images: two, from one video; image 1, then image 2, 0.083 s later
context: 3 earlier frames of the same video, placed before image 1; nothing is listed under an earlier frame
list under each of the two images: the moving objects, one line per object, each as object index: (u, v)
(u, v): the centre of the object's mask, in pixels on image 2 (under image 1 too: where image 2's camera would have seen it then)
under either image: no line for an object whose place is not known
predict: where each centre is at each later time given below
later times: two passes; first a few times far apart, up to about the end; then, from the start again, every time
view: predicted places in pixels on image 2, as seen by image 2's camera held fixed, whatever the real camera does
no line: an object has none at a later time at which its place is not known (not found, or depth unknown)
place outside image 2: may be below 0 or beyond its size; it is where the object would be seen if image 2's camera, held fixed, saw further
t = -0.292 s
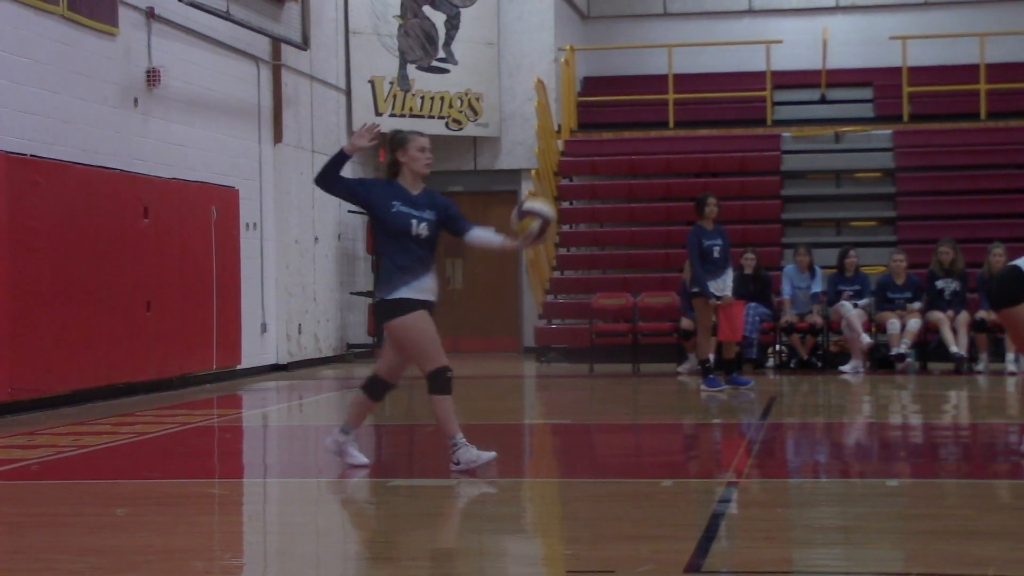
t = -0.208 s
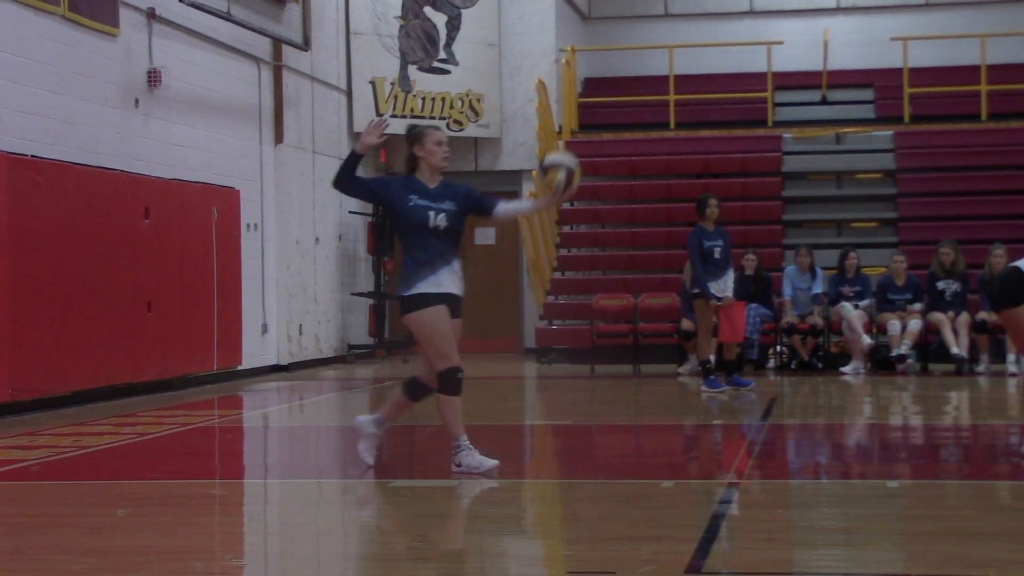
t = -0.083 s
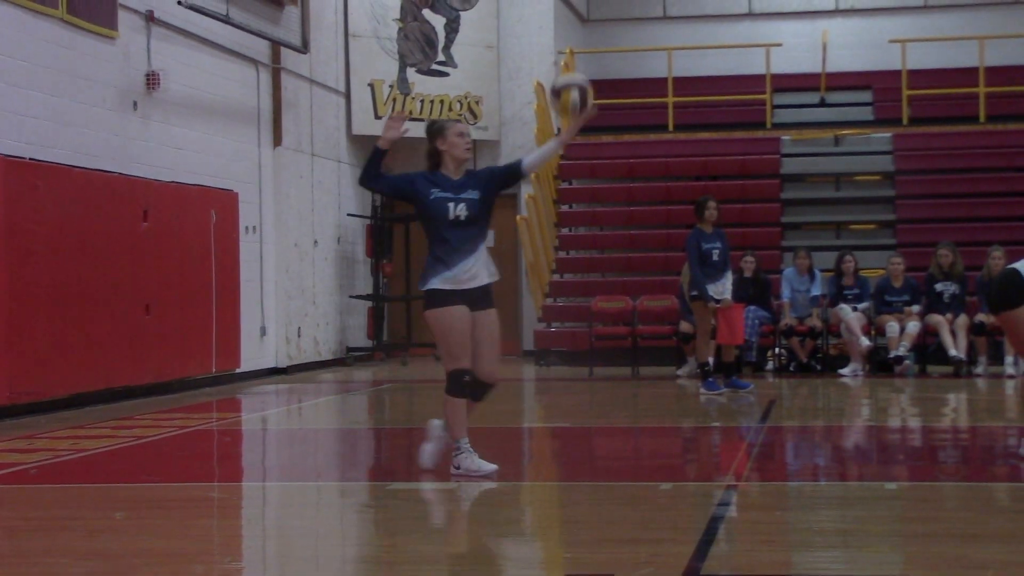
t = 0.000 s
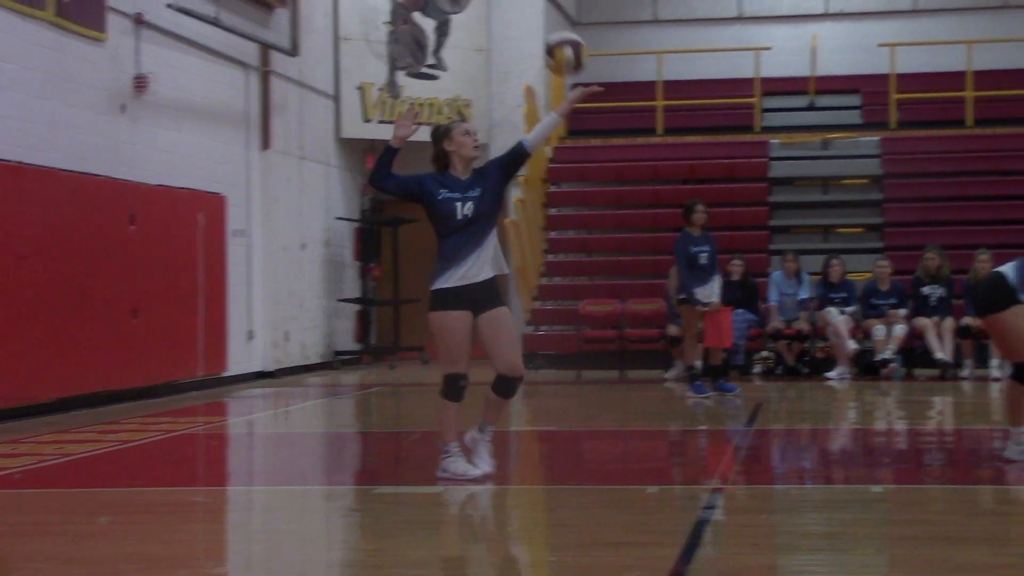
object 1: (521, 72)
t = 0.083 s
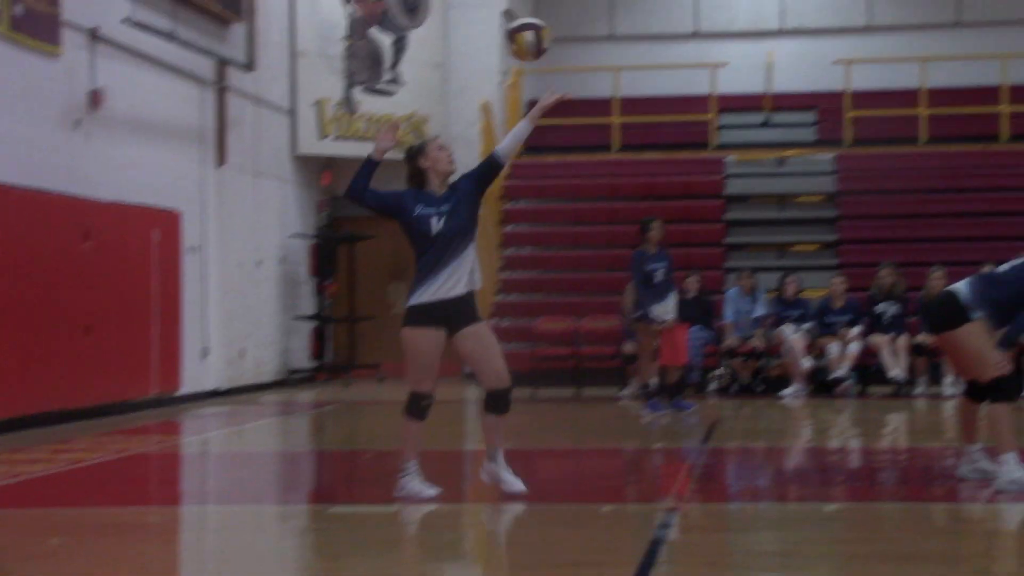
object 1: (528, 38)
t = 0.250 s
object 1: (536, 19)
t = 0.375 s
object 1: (544, 44)
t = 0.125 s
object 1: (531, 27)
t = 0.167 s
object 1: (532, 22)
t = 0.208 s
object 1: (535, 18)
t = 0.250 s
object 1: (536, 19)
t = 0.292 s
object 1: (540, 24)
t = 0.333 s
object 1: (542, 30)
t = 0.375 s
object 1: (544, 44)
